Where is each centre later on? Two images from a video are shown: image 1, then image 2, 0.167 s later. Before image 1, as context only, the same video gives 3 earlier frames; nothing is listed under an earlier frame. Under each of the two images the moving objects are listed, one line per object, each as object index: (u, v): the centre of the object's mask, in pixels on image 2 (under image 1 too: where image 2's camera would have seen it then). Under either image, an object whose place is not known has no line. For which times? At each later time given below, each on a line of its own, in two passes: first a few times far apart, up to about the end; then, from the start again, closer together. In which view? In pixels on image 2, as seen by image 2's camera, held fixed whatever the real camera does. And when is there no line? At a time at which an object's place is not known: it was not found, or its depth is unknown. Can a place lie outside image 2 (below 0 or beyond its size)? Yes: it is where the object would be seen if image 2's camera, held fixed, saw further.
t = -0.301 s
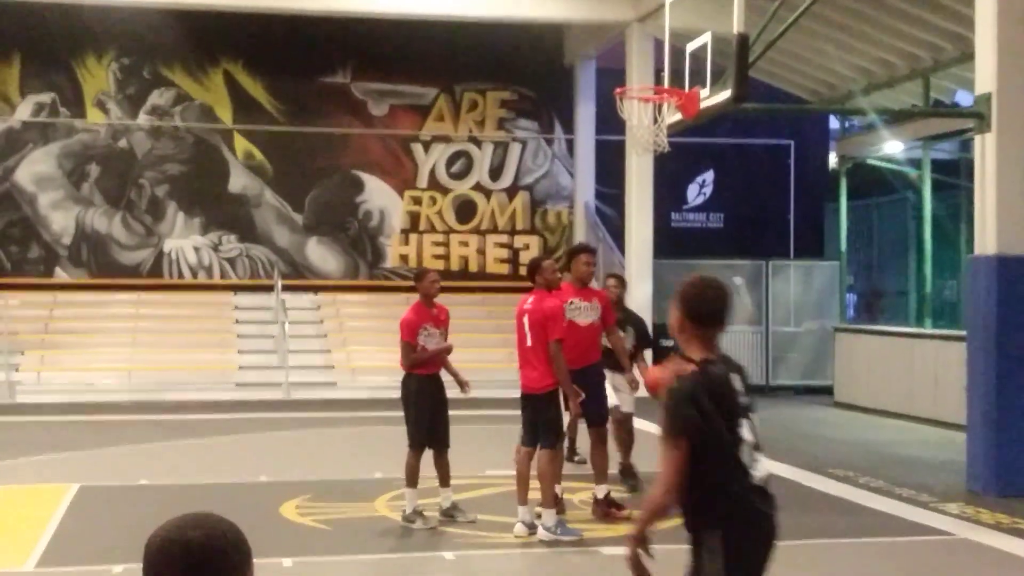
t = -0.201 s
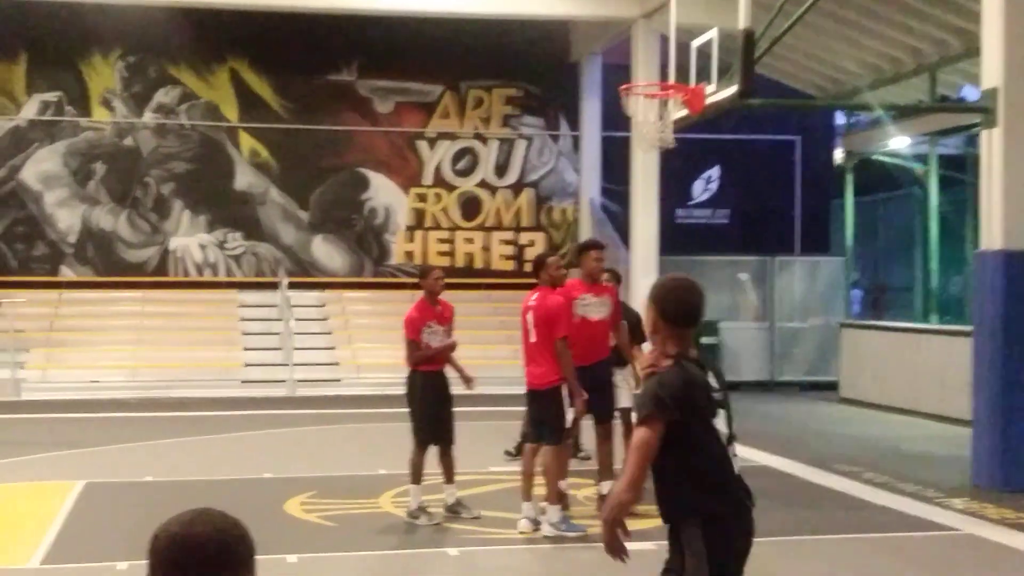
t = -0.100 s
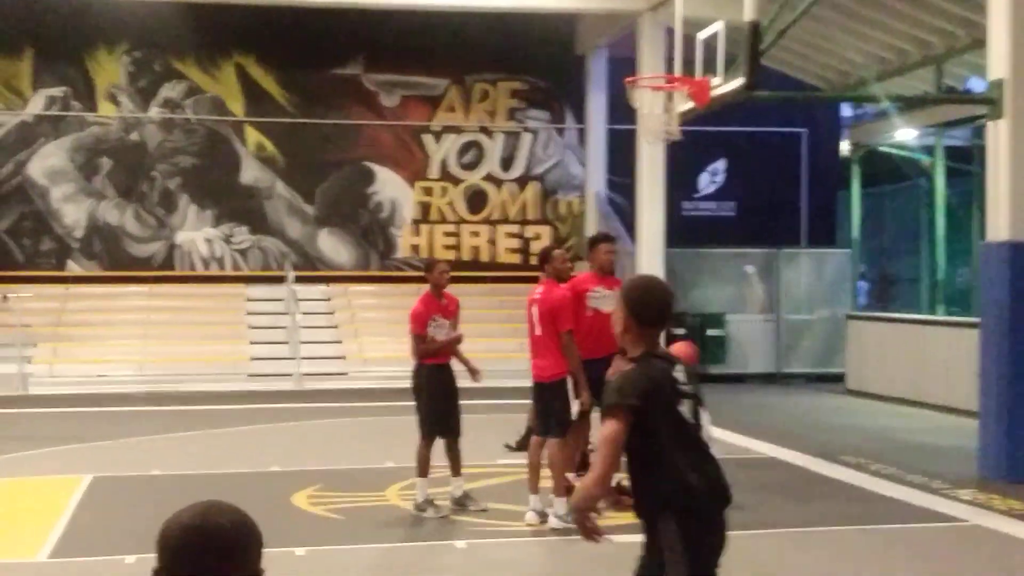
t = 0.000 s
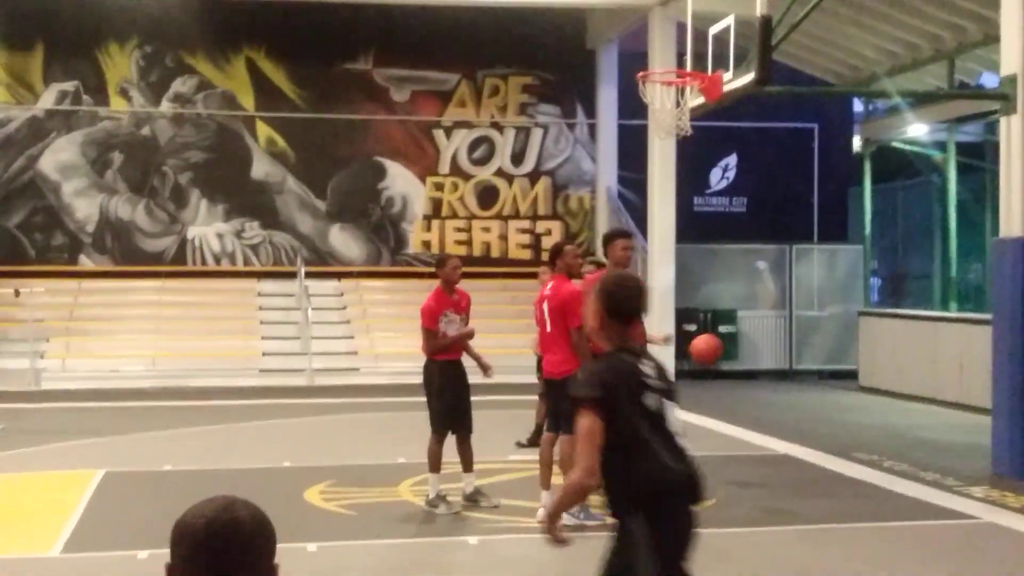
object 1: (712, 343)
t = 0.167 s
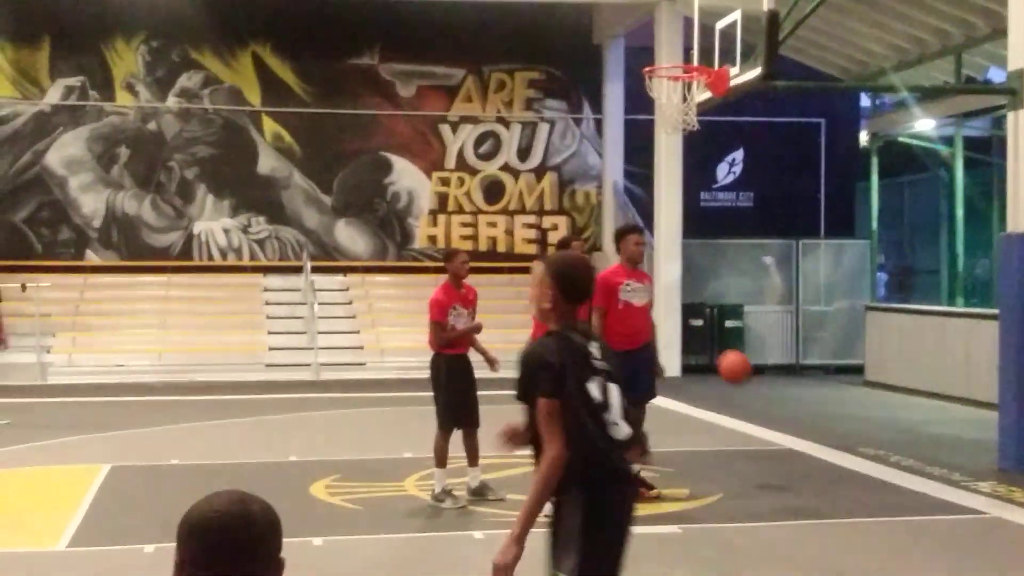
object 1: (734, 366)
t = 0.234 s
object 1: (742, 386)
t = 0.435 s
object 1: (773, 479)
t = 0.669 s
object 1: (806, 412)
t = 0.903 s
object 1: (843, 420)
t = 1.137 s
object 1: (883, 504)
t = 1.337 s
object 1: (919, 457)
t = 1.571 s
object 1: (964, 483)
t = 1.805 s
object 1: (1013, 512)
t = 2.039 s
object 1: (1065, 519)
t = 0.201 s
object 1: (738, 375)
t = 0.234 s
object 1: (742, 386)
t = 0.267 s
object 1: (748, 398)
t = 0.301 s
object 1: (753, 411)
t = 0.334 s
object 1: (757, 427)
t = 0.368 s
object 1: (763, 446)
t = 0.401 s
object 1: (768, 466)
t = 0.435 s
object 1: (773, 479)
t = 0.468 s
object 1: (777, 466)
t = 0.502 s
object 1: (782, 453)
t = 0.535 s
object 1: (787, 441)
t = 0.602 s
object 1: (797, 423)
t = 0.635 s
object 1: (802, 417)
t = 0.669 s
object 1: (806, 412)
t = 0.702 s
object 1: (812, 408)
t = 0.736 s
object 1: (817, 406)
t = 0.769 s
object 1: (822, 405)
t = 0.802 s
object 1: (827, 407)
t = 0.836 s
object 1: (832, 409)
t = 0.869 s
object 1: (838, 414)
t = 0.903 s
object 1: (843, 420)
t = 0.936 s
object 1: (849, 428)
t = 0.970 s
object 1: (854, 436)
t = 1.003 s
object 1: (860, 447)
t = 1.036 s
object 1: (865, 461)
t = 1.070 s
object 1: (871, 479)
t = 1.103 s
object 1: (876, 496)
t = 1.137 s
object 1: (883, 504)
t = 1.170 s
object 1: (889, 495)
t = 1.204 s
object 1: (895, 483)
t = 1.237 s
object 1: (901, 474)
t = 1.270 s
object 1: (908, 465)
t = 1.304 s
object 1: (914, 460)
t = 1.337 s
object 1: (919, 457)
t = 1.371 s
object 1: (925, 456)
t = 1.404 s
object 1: (931, 456)
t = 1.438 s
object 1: (938, 458)
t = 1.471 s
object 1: (944, 461)
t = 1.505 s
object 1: (950, 466)
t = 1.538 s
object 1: (957, 474)
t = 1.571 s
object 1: (964, 483)
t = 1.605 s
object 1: (971, 494)
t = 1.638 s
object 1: (978, 510)
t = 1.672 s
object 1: (985, 526)
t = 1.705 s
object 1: (992, 537)
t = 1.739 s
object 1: (999, 527)
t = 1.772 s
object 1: (1006, 518)
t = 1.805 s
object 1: (1013, 512)
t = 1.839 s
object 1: (1021, 507)
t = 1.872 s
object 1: (1029, 501)
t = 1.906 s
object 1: (1035, 503)
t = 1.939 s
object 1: (1043, 503)
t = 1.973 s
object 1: (1051, 505)
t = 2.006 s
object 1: (1058, 513)
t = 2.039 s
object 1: (1065, 519)
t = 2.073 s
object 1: (1071, 529)
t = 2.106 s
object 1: (1079, 543)
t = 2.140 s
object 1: (1087, 557)
